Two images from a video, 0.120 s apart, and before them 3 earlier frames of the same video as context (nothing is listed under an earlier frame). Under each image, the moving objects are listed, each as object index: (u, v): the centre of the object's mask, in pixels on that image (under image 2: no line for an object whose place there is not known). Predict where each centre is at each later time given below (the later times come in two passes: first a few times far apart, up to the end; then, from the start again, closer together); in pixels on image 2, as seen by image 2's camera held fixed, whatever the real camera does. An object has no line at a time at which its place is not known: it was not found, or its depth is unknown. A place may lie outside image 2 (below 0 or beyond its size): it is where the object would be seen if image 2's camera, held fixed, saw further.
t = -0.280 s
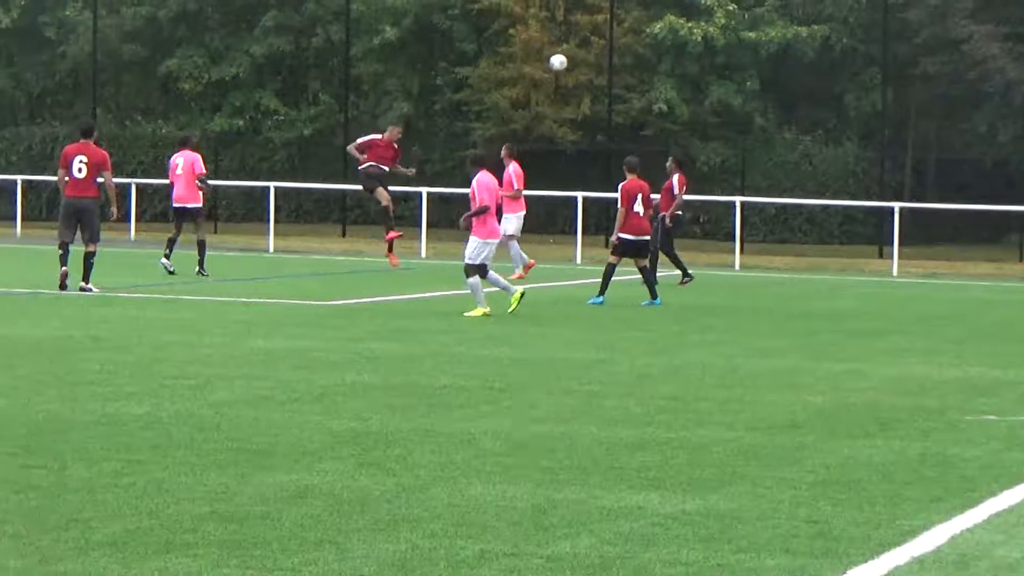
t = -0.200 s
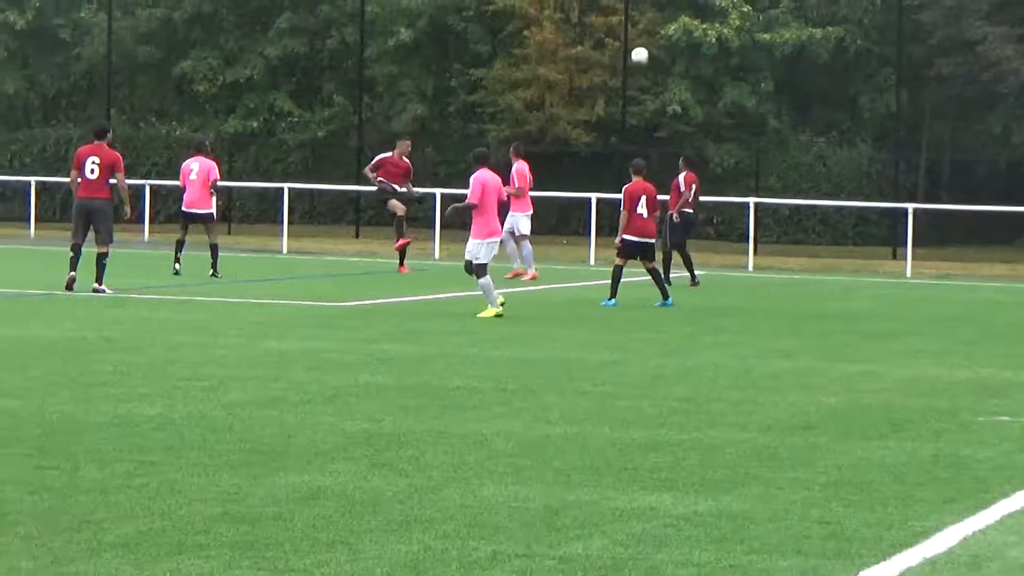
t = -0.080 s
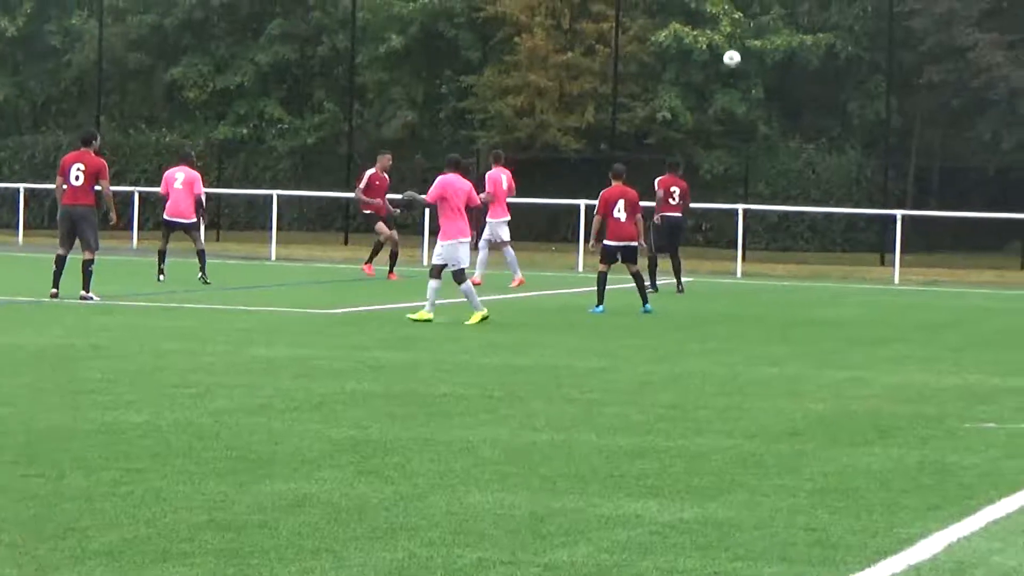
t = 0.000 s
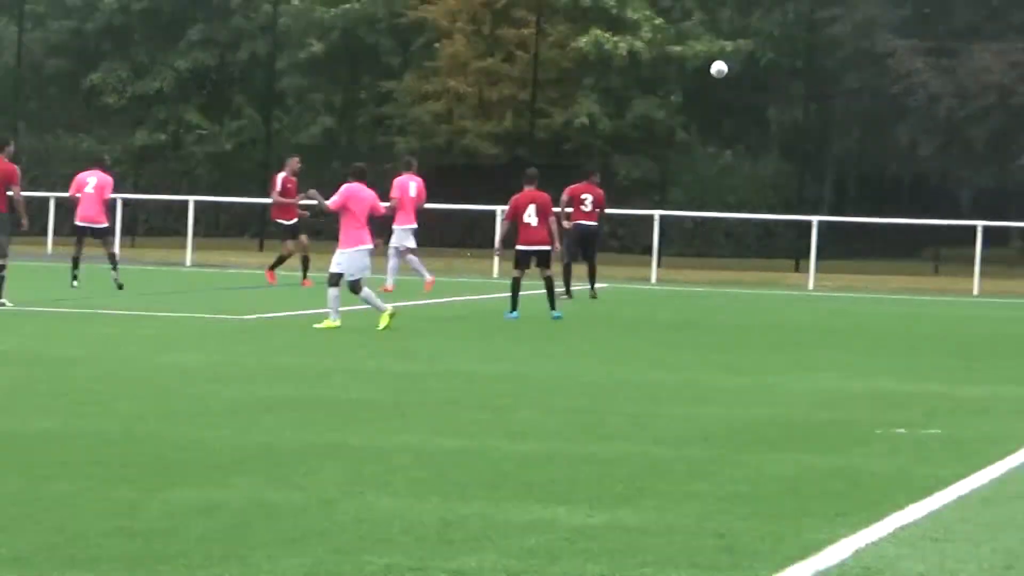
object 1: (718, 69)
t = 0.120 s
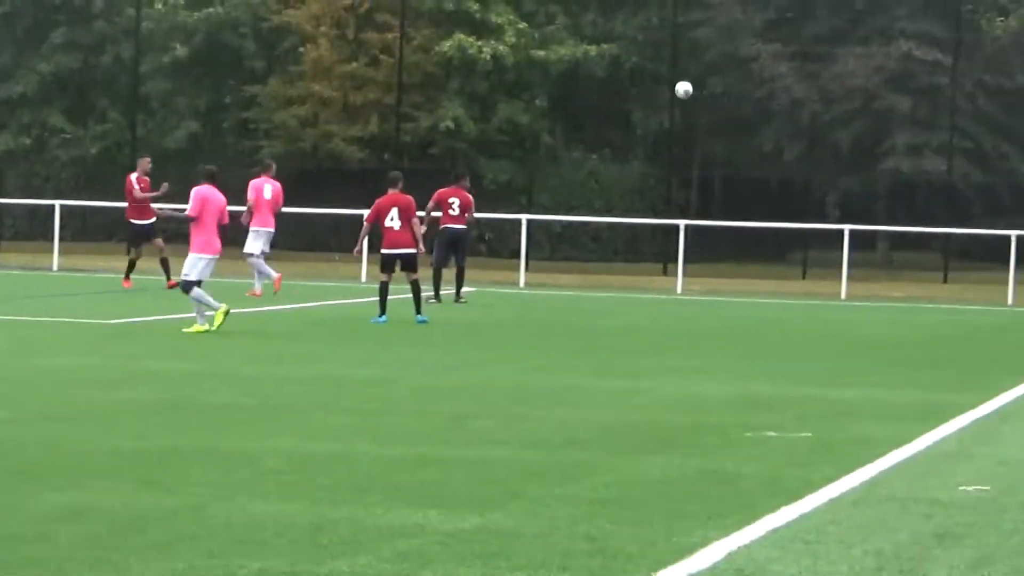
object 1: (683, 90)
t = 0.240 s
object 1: (784, 115)
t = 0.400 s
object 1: (920, 168)
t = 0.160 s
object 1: (717, 97)
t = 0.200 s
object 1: (750, 106)
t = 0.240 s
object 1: (784, 115)
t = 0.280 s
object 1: (818, 126)
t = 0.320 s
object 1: (851, 139)
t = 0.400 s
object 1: (920, 168)
